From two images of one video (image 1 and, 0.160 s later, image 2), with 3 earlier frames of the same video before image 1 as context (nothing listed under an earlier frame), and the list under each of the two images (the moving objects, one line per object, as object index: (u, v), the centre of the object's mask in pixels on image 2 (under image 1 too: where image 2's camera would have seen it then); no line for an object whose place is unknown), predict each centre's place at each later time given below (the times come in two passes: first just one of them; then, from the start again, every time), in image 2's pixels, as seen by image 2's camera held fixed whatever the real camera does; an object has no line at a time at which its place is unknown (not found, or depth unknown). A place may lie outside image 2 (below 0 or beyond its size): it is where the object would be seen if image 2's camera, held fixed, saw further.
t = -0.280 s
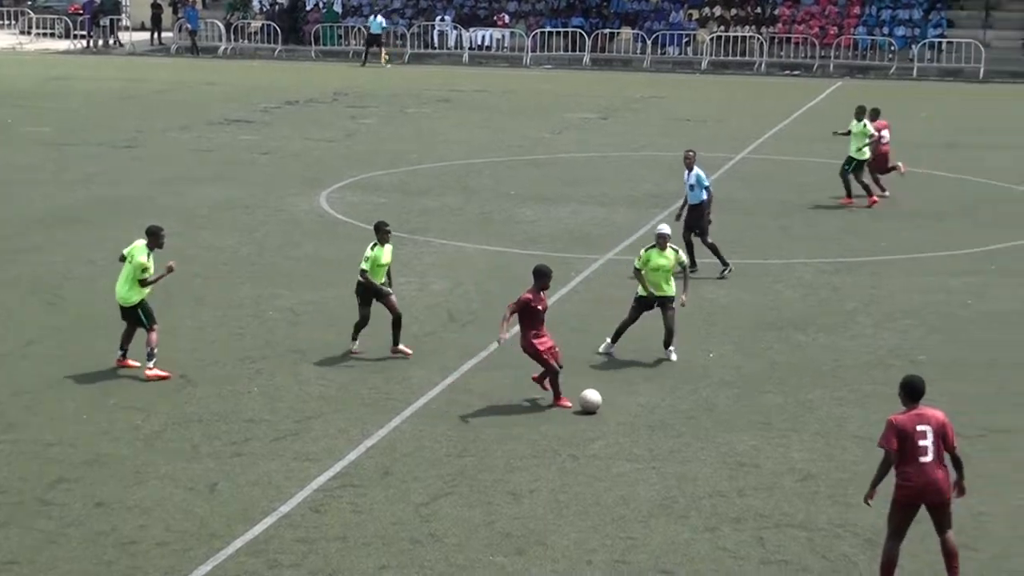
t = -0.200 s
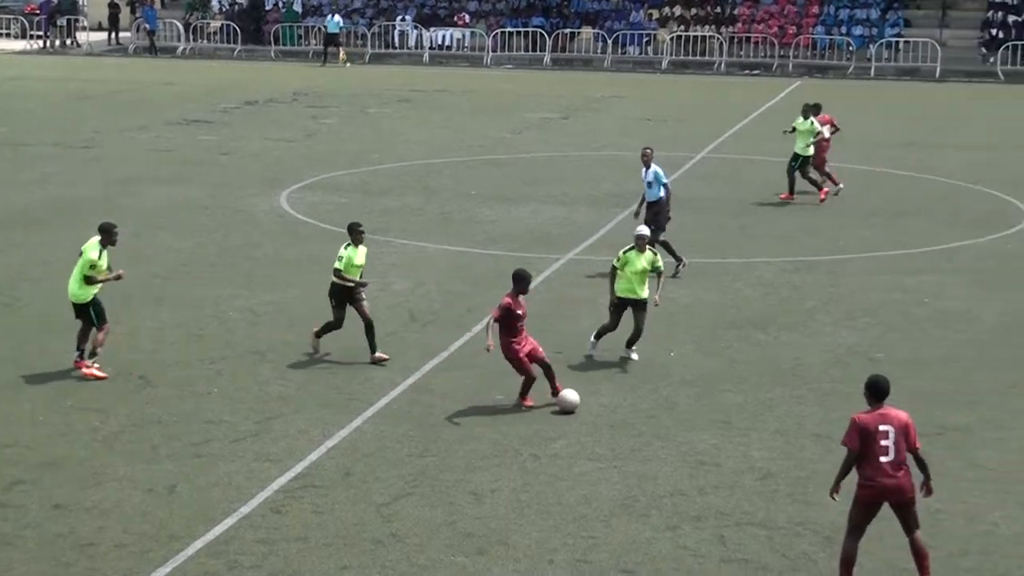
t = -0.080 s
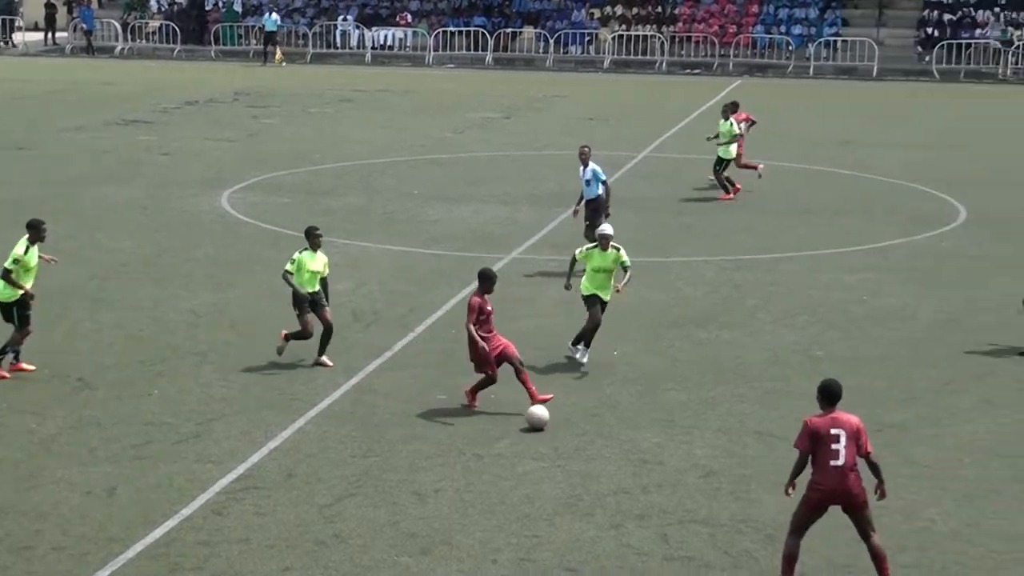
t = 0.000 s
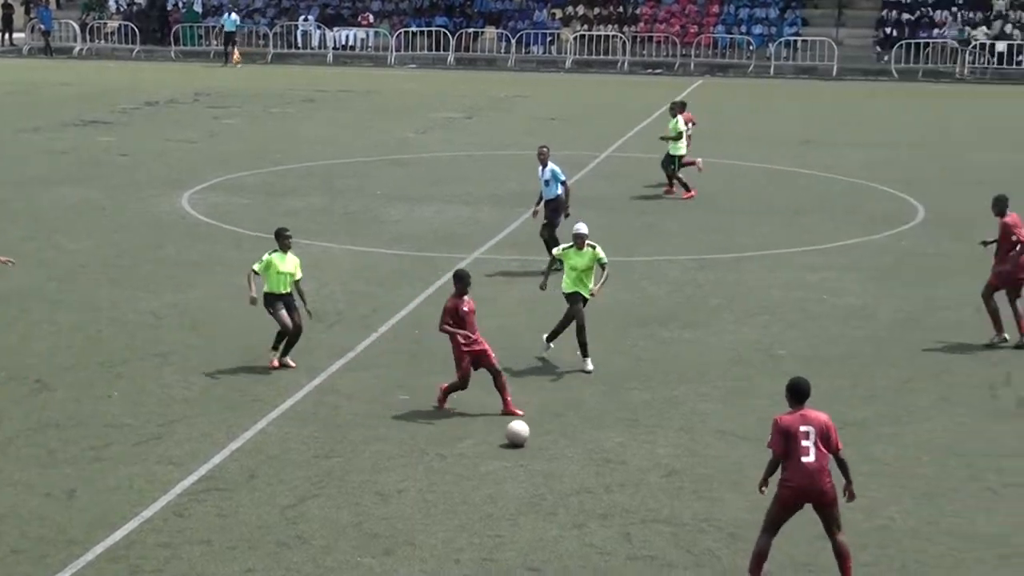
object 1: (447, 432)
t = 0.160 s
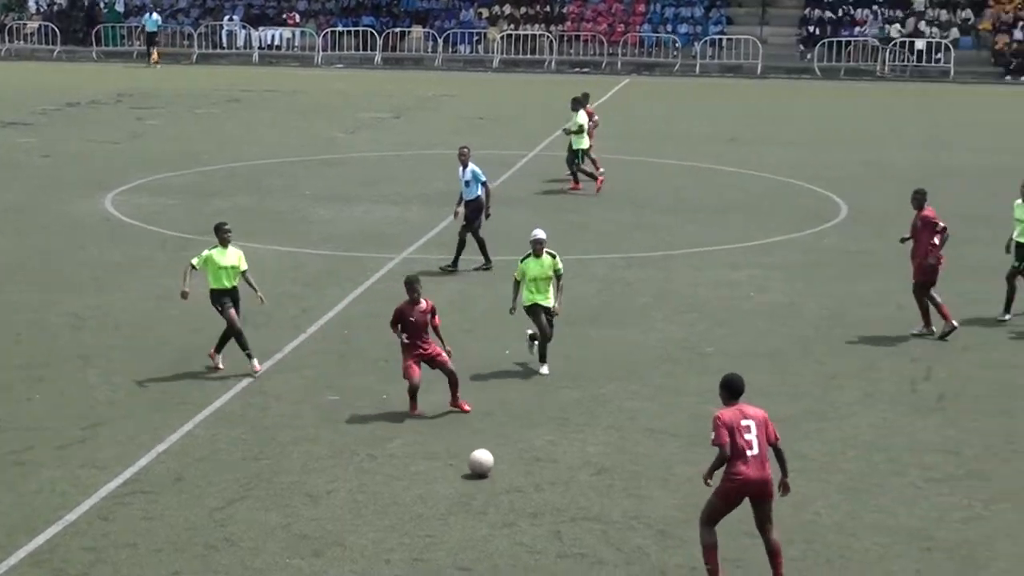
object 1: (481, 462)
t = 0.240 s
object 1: (497, 476)
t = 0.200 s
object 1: (489, 470)
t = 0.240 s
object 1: (497, 476)
